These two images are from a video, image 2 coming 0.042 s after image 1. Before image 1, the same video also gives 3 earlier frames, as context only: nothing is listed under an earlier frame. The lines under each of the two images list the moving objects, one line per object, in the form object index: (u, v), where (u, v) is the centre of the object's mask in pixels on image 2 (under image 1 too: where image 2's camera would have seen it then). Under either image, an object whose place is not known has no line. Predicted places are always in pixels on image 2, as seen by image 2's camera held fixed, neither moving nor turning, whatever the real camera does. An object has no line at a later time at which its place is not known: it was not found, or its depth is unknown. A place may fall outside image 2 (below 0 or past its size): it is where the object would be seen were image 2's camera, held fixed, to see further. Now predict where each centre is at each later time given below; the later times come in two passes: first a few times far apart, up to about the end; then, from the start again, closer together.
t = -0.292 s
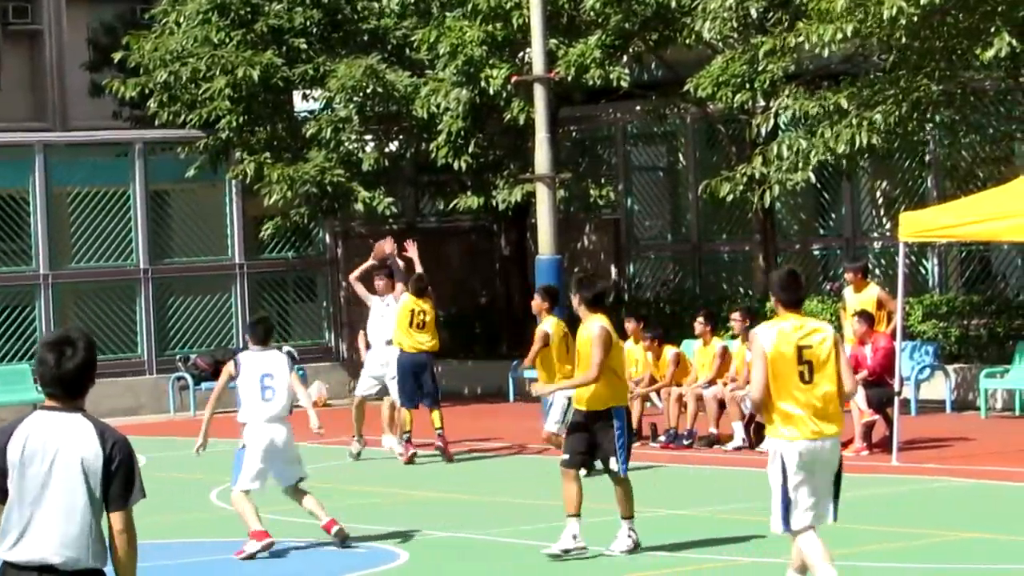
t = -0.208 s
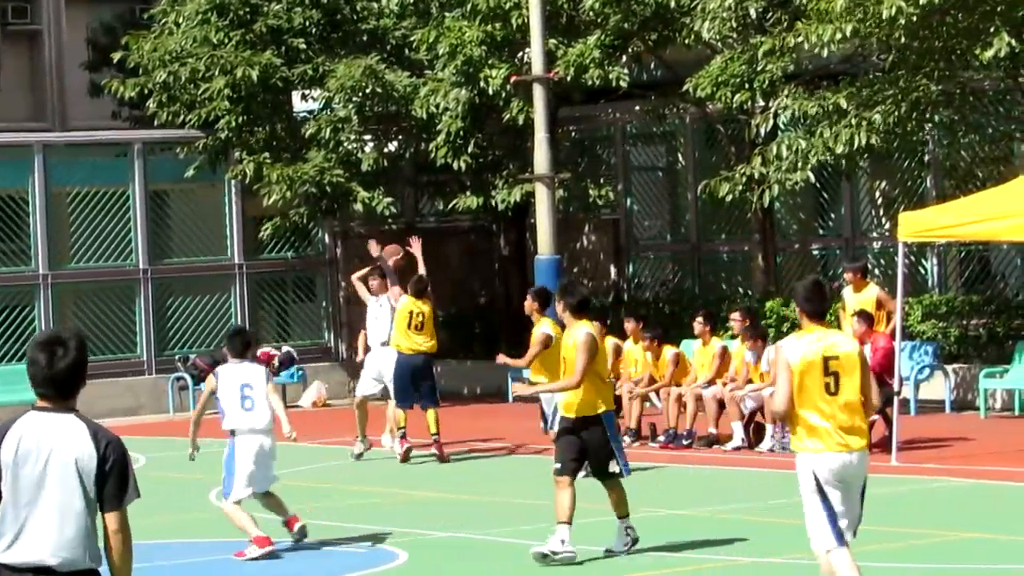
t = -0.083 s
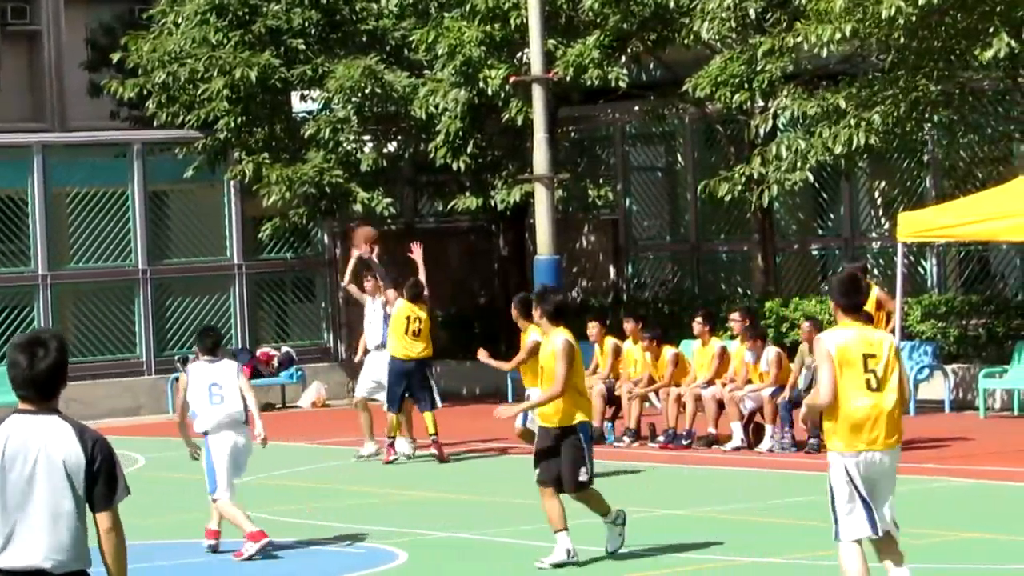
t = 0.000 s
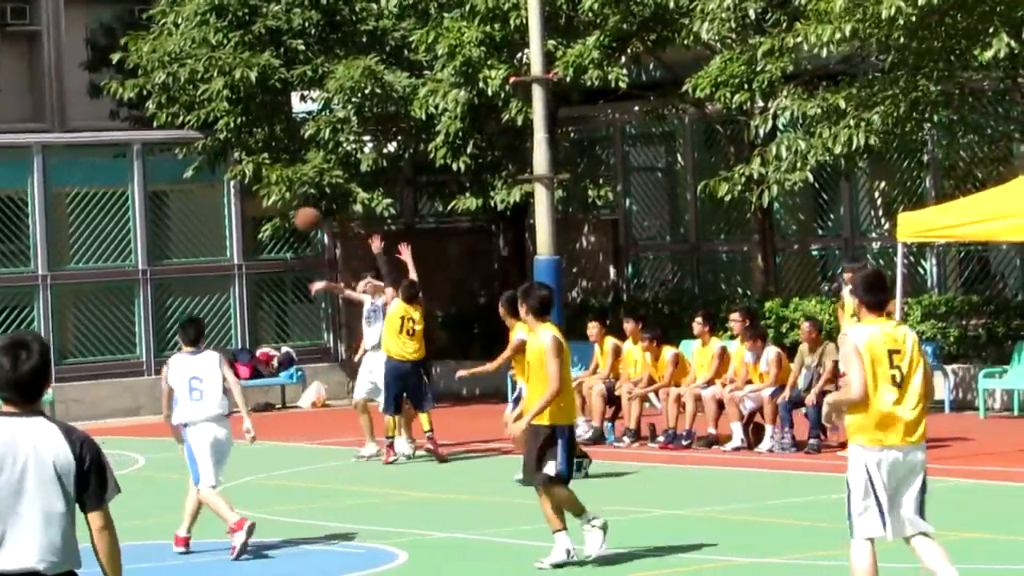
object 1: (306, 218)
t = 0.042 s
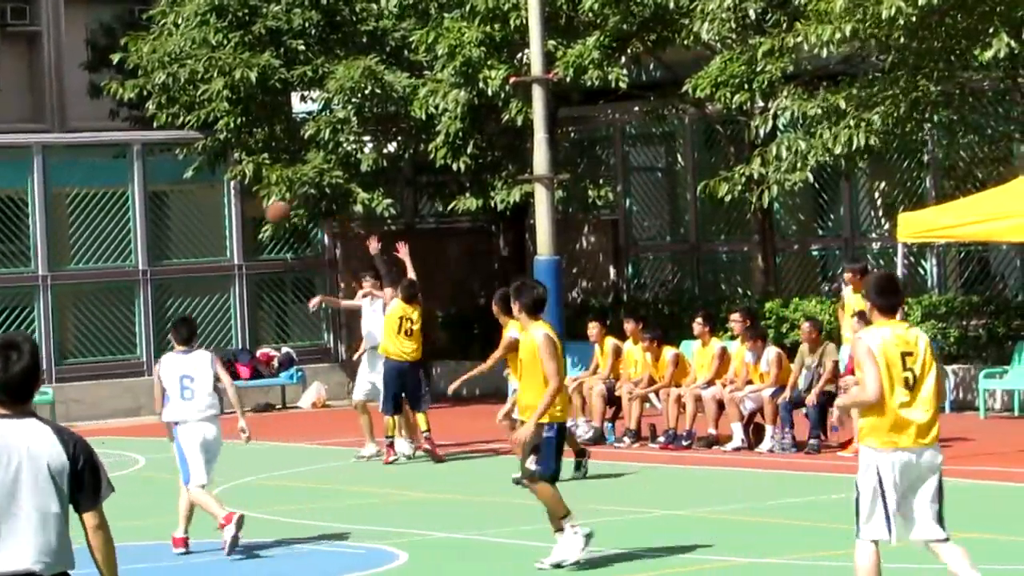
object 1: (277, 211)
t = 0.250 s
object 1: (122, 207)
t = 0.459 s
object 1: (-45, 255)
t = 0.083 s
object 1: (248, 205)
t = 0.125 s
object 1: (216, 204)
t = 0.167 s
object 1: (185, 202)
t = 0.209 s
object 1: (154, 203)
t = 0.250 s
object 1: (122, 207)
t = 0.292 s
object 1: (91, 213)
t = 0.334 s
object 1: (60, 219)
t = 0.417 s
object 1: (-9, 240)
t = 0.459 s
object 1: (-45, 255)
